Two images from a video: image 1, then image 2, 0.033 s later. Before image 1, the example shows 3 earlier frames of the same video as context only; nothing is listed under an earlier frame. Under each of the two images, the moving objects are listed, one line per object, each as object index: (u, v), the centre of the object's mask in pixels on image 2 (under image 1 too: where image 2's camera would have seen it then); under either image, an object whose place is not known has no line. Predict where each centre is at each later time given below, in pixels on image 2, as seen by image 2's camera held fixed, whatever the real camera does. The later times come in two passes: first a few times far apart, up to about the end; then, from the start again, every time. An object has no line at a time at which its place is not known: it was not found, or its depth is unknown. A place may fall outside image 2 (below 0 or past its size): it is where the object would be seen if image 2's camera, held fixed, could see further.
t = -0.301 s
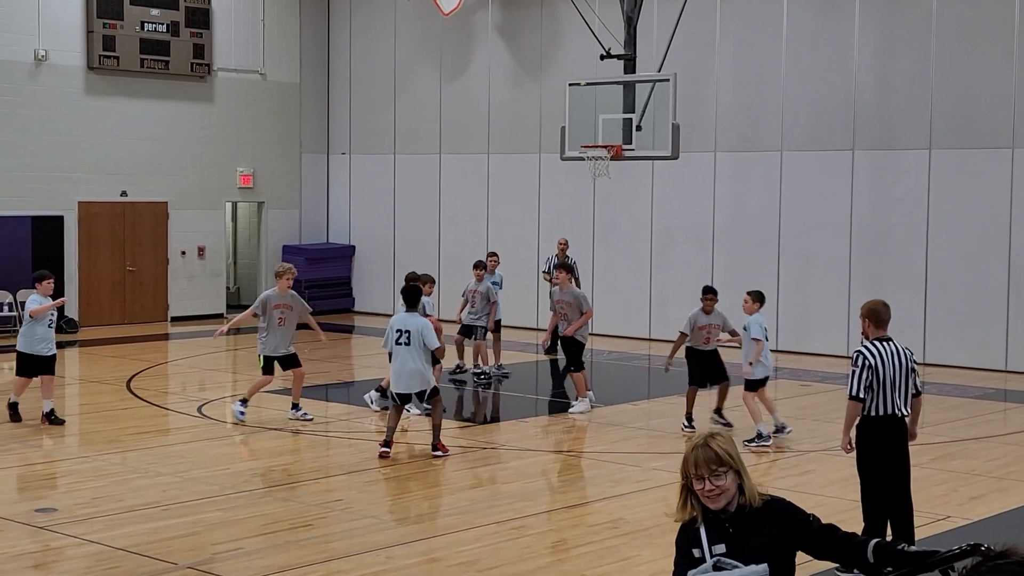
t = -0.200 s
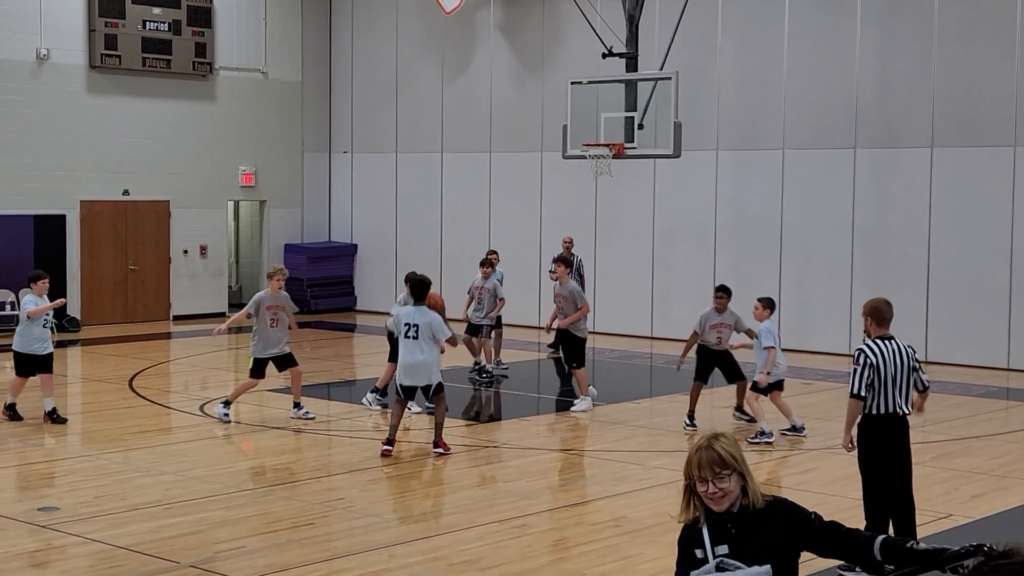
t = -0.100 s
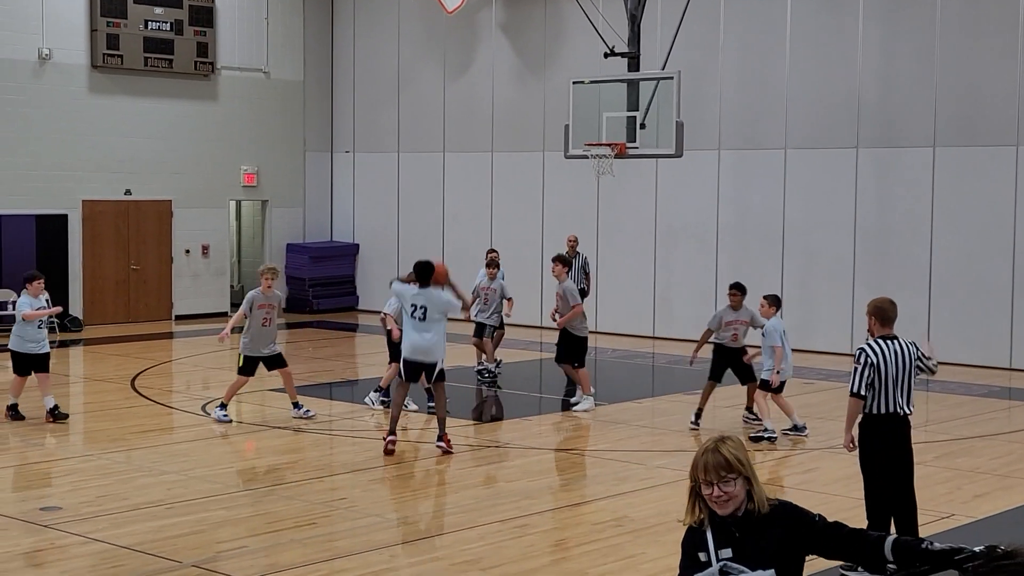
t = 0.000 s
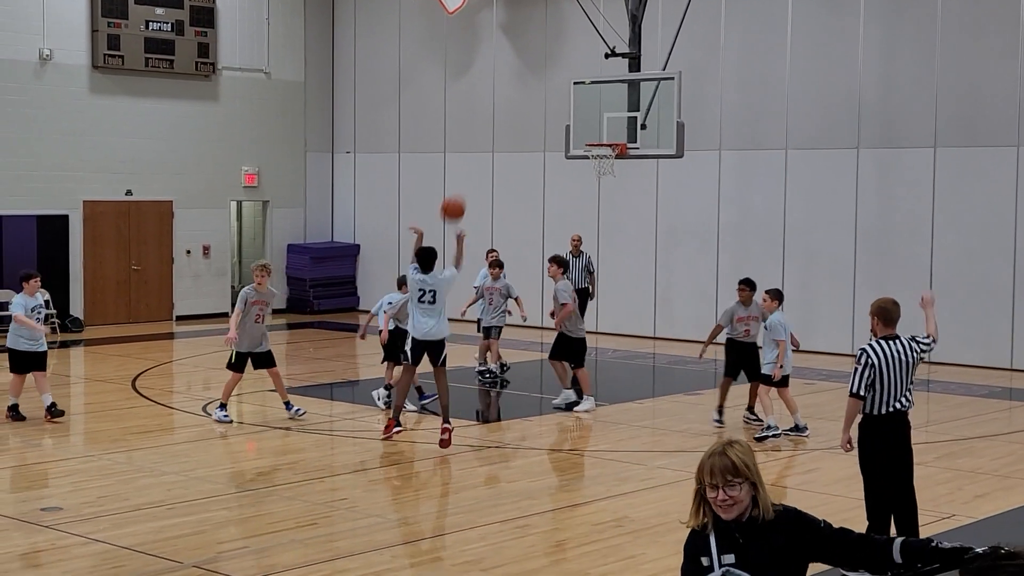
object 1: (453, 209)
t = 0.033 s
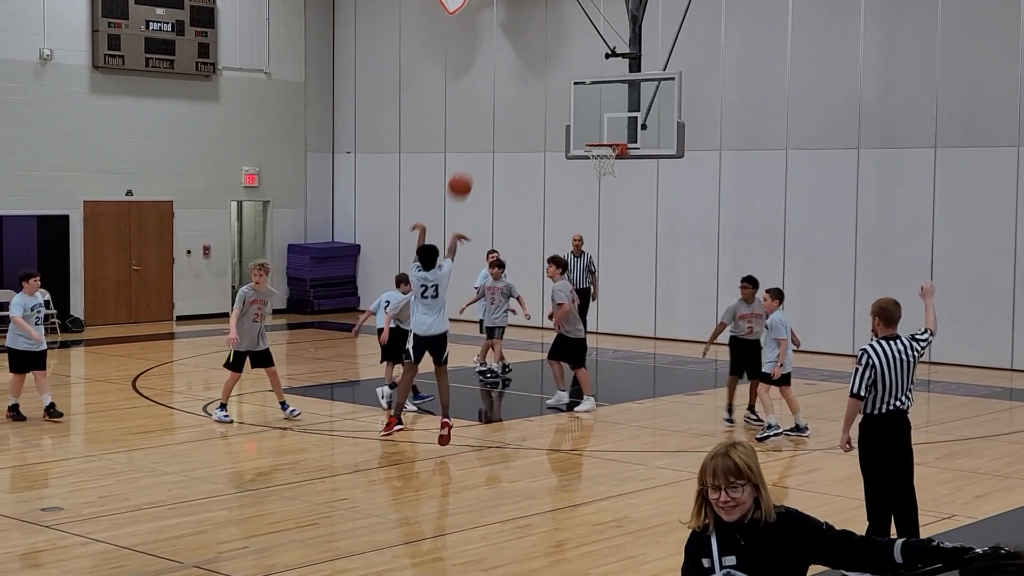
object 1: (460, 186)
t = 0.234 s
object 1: (496, 79)
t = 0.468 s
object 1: (532, 17)
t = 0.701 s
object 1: (562, 9)
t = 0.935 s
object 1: (588, 43)
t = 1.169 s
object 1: (608, 114)
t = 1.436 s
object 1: (602, 86)
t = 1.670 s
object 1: (585, 71)
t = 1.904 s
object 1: (568, 96)
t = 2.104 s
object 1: (552, 149)
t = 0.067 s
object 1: (466, 164)
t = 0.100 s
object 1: (472, 144)
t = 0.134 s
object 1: (479, 126)
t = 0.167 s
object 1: (485, 108)
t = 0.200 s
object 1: (491, 93)
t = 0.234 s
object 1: (496, 79)
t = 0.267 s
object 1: (502, 66)
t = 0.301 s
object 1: (507, 55)
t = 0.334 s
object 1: (512, 45)
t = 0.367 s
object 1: (518, 37)
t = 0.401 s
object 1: (523, 29)
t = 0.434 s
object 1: (528, 23)
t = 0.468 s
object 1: (532, 17)
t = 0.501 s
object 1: (537, 13)
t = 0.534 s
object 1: (541, 10)
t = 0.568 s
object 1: (545, 9)
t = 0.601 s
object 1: (550, 8)
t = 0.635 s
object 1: (554, 8)
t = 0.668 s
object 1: (558, 9)
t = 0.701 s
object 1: (562, 9)
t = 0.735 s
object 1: (566, 11)
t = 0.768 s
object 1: (570, 15)
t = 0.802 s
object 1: (573, 19)
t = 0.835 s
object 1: (577, 24)
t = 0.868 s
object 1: (581, 29)
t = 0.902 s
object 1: (584, 36)
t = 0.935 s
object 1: (588, 43)
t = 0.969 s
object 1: (591, 51)
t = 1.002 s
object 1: (594, 60)
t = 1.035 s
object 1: (597, 70)
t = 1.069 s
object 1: (601, 80)
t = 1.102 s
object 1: (603, 91)
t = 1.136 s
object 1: (606, 102)
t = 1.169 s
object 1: (608, 114)
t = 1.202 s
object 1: (611, 126)
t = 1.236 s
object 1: (613, 133)
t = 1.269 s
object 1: (613, 121)
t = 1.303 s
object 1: (611, 112)
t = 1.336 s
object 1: (609, 105)
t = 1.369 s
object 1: (606, 98)
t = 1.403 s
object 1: (604, 91)
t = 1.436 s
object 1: (602, 86)
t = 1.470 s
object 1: (600, 81)
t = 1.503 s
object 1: (597, 78)
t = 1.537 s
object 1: (595, 75)
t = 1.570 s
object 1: (592, 73)
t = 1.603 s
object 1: (590, 72)
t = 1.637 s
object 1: (587, 71)
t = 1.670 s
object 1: (585, 71)
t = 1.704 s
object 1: (583, 73)
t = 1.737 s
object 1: (580, 75)
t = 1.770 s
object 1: (578, 77)
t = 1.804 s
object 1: (575, 81)
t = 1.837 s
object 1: (573, 85)
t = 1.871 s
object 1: (570, 90)
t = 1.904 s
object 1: (568, 96)
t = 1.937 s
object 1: (565, 103)
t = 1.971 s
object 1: (563, 111)
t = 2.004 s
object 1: (560, 120)
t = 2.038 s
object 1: (558, 129)
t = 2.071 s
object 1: (555, 139)
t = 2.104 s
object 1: (552, 149)
